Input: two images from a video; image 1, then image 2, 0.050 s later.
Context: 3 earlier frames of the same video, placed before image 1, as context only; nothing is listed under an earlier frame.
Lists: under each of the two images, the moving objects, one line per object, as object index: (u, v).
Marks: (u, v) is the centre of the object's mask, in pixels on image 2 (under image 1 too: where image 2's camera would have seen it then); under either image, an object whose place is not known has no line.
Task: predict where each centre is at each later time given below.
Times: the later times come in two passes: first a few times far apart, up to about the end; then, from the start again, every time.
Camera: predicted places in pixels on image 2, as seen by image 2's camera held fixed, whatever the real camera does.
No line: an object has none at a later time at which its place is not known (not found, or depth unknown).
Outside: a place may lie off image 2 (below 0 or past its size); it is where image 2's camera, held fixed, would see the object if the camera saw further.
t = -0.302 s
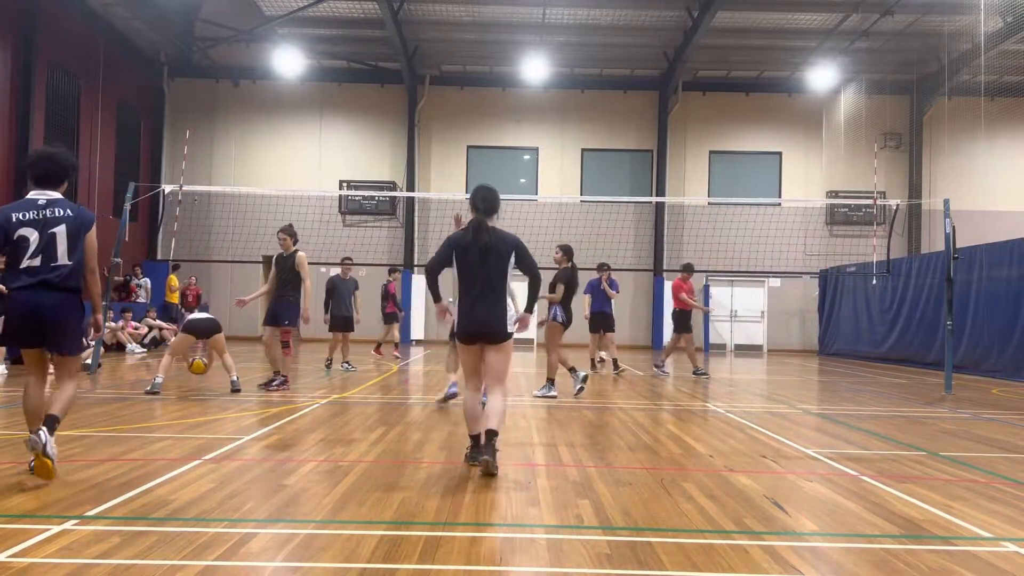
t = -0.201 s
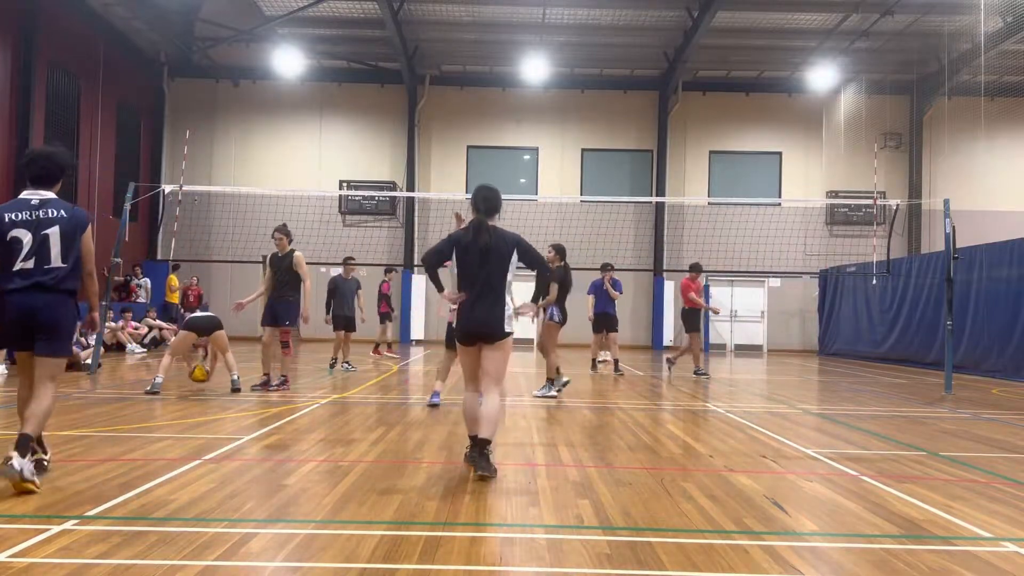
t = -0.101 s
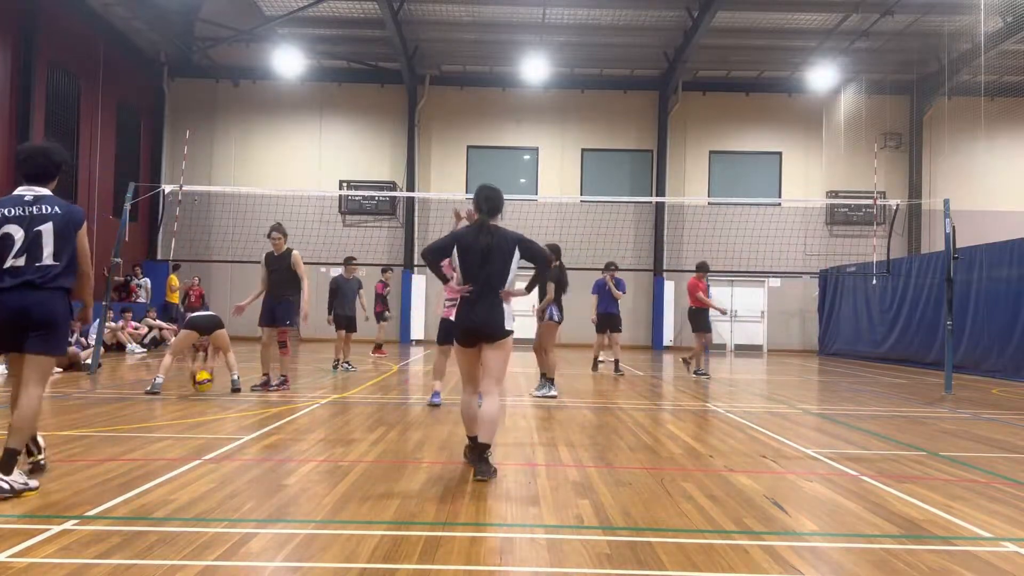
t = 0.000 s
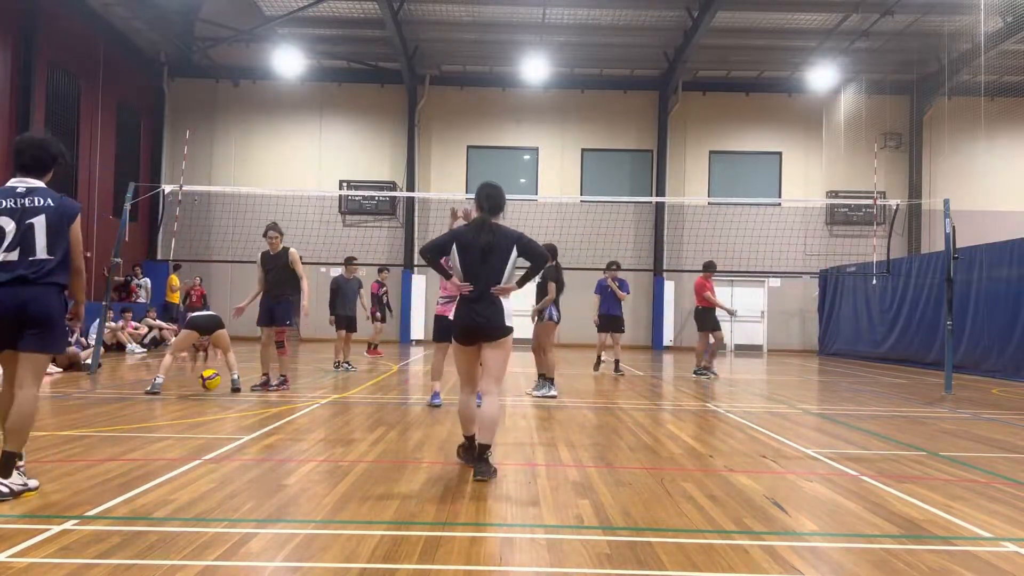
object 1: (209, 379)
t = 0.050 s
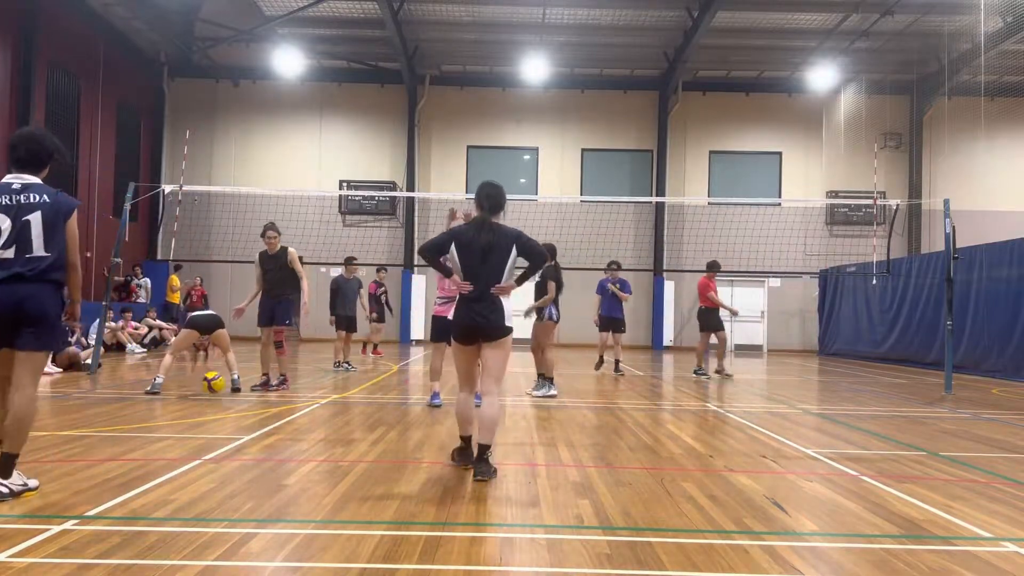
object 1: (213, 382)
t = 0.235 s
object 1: (224, 391)
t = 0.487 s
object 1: (234, 403)
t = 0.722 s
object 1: (244, 417)
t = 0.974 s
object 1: (257, 426)
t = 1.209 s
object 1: (270, 440)
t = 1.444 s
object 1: (286, 457)
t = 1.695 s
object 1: (306, 480)
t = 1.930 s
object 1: (330, 508)
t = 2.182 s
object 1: (365, 548)
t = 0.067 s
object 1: (215, 384)
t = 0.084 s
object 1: (215, 386)
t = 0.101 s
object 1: (217, 389)
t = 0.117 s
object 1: (218, 390)
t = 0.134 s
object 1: (219, 393)
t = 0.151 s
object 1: (220, 393)
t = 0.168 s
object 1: (221, 392)
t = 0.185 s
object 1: (222, 392)
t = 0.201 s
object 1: (223, 391)
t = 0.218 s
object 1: (224, 392)
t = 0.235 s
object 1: (224, 391)
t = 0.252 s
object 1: (225, 392)
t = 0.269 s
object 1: (226, 393)
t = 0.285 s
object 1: (227, 394)
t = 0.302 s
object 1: (227, 395)
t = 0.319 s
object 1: (229, 396)
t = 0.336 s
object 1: (229, 399)
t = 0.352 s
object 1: (230, 402)
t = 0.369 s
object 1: (230, 402)
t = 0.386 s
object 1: (232, 401)
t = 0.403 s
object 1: (232, 401)
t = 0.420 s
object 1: (233, 401)
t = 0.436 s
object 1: (234, 401)
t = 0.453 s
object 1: (234, 401)
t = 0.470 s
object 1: (234, 402)
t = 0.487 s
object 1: (234, 403)
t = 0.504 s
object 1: (235, 403)
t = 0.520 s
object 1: (235, 405)
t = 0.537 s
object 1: (237, 408)
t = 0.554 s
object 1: (237, 410)
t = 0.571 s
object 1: (239, 409)
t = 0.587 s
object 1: (239, 408)
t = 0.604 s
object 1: (240, 408)
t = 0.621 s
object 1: (240, 408)
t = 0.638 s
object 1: (241, 409)
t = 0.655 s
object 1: (241, 410)
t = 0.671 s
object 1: (242, 411)
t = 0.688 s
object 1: (243, 413)
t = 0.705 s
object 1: (244, 414)
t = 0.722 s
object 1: (244, 417)
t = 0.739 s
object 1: (245, 416)
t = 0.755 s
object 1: (246, 416)
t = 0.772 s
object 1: (247, 415)
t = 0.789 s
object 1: (248, 416)
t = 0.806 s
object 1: (249, 416)
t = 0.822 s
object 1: (250, 417)
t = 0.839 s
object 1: (250, 418)
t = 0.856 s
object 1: (251, 420)
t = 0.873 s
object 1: (252, 424)
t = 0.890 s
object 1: (253, 425)
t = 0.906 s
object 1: (254, 424)
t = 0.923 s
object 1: (255, 424)
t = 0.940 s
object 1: (256, 424)
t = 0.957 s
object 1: (257, 425)
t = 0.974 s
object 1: (257, 426)
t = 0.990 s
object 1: (258, 426)
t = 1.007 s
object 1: (258, 428)
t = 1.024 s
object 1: (260, 430)
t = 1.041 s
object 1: (261, 432)
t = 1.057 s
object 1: (261, 432)
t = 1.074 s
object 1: (262, 432)
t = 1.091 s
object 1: (263, 432)
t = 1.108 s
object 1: (264, 433)
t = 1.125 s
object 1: (265, 434)
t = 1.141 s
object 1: (266, 436)
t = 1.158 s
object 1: (267, 438)
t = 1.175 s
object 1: (268, 440)
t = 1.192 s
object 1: (269, 441)
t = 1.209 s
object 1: (270, 440)
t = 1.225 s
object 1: (271, 441)
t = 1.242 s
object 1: (272, 442)
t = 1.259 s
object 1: (274, 443)
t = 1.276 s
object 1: (275, 445)
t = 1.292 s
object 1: (276, 447)
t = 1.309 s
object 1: (276, 449)
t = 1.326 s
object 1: (278, 449)
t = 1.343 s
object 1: (278, 450)
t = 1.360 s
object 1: (280, 450)
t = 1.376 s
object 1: (281, 452)
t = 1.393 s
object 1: (283, 454)
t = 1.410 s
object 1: (284, 456)
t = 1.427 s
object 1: (285, 458)
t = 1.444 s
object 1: (286, 457)
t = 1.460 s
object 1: (287, 459)
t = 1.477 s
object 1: (289, 459)
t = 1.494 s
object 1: (290, 461)
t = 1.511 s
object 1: (291, 463)
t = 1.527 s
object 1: (292, 465)
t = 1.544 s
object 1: (294, 467)
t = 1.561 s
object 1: (295, 467)
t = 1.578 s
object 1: (297, 468)
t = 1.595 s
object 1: (297, 470)
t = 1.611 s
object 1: (299, 472)
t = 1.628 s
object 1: (301, 475)
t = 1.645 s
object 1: (302, 476)
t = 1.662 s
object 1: (304, 477)
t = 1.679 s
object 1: (305, 478)
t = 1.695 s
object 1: (306, 480)
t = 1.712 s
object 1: (308, 483)
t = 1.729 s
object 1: (309, 484)
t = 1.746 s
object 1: (311, 485)
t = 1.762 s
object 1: (313, 487)
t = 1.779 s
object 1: (315, 489)
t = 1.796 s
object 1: (316, 492)
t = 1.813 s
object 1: (317, 493)
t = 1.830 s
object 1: (319, 494)
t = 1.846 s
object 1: (321, 497)
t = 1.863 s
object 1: (323, 501)
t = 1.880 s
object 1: (325, 502)
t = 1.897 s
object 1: (326, 503)
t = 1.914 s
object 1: (328, 506)
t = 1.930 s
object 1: (330, 508)
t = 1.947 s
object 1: (332, 510)
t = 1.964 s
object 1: (333, 513)
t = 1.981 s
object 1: (336, 515)
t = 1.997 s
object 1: (338, 517)
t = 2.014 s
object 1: (340, 519)
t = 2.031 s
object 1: (342, 521)
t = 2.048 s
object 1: (344, 525)
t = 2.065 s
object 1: (346, 526)
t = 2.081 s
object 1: (348, 530)
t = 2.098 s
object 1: (351, 533)
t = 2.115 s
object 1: (355, 538)
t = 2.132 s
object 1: (358, 542)
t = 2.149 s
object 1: (360, 544)
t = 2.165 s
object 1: (363, 546)
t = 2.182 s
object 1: (365, 548)
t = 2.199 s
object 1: (367, 549)
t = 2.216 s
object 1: (370, 551)
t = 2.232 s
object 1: (373, 553)
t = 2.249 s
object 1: (375, 554)
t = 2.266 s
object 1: (379, 556)
